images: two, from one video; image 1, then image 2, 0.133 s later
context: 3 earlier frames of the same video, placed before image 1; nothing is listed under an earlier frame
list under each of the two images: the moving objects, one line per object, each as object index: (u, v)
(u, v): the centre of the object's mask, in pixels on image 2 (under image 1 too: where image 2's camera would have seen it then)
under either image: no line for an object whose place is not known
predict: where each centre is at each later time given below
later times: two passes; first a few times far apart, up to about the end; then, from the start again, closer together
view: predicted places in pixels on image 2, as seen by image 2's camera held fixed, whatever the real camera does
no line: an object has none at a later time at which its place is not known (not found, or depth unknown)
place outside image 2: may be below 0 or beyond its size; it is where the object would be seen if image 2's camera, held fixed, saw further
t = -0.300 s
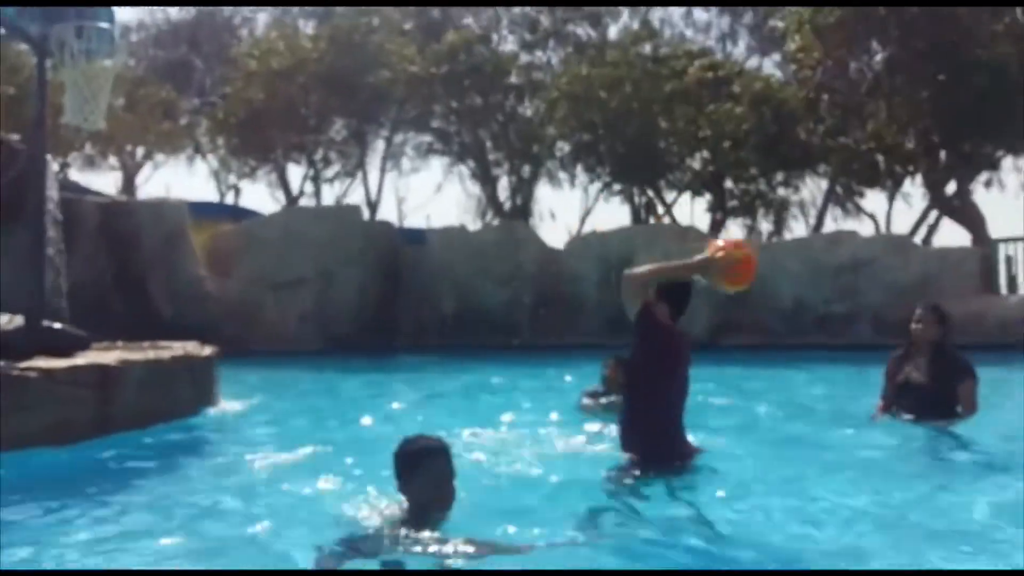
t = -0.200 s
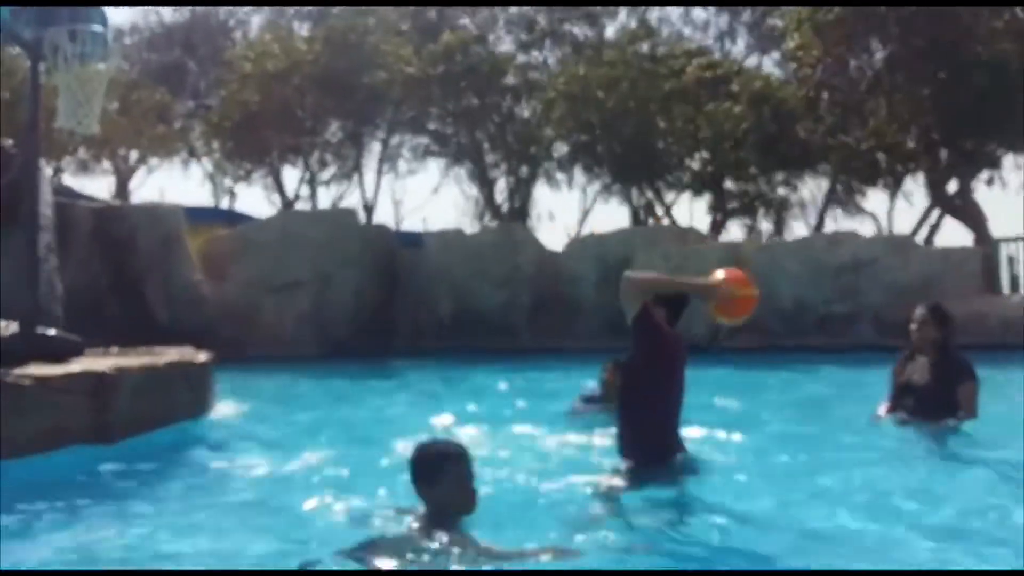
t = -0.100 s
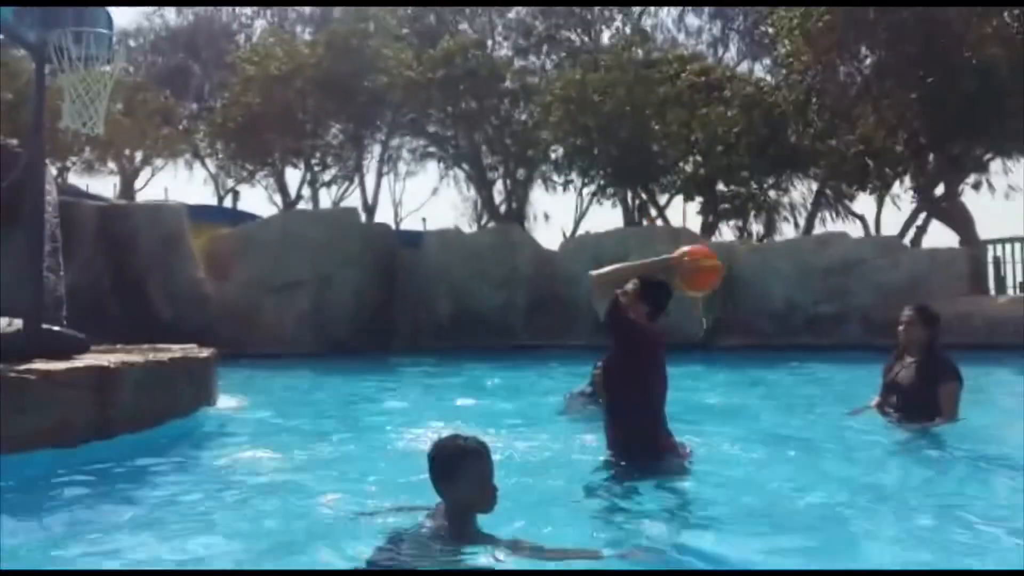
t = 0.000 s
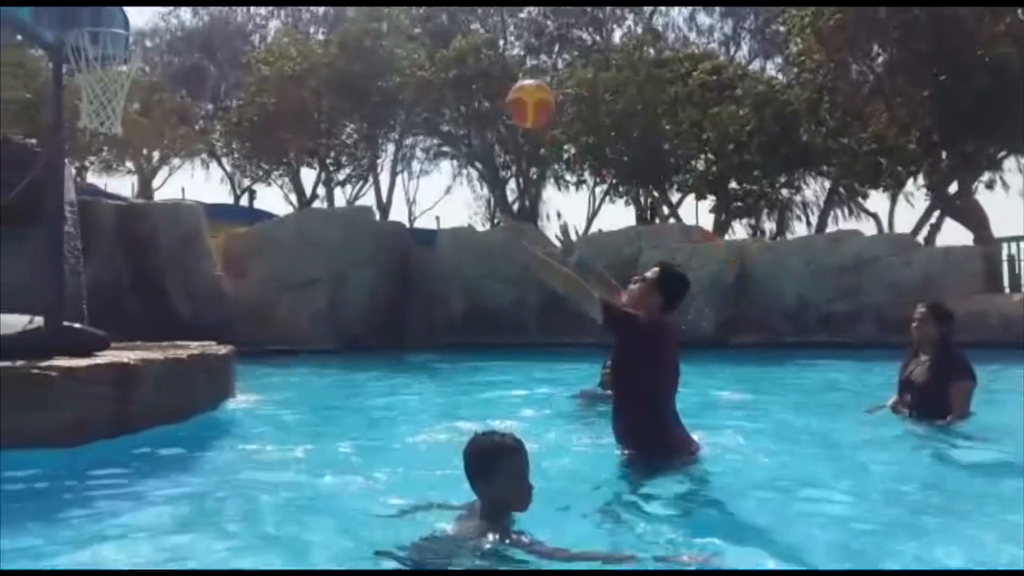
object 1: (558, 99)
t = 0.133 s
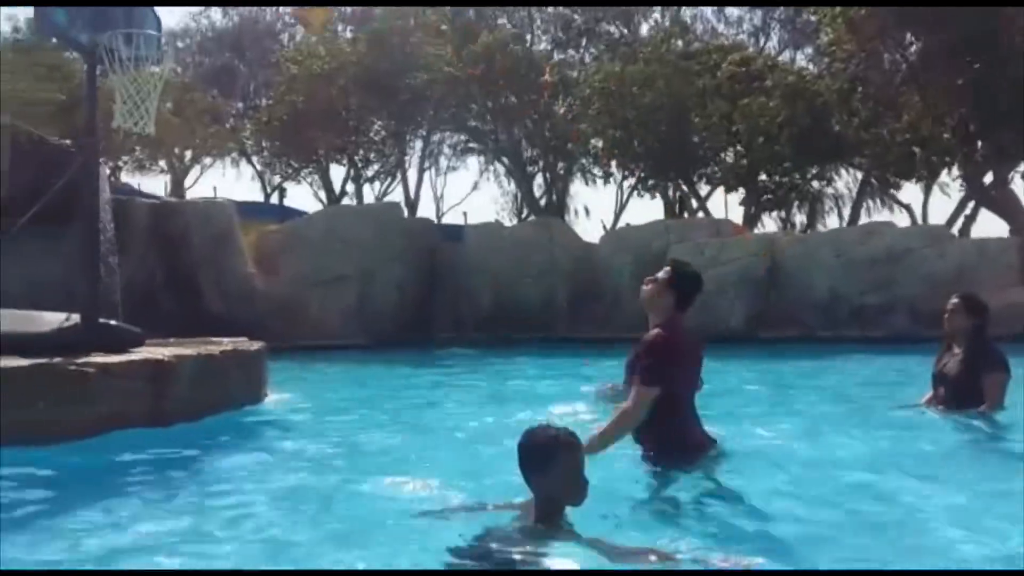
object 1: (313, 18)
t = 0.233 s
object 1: (161, 30)
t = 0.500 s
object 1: (351, 163)
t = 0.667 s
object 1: (478, 425)
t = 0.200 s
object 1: (208, 19)
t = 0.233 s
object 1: (161, 30)
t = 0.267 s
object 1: (158, 27)
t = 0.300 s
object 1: (185, 21)
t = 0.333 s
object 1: (211, 21)
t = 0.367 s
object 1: (236, 32)
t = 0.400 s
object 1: (264, 49)
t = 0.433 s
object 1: (293, 79)
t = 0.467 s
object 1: (322, 117)
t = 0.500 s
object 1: (351, 163)
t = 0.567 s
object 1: (414, 289)
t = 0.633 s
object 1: (473, 417)
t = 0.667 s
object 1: (478, 425)
